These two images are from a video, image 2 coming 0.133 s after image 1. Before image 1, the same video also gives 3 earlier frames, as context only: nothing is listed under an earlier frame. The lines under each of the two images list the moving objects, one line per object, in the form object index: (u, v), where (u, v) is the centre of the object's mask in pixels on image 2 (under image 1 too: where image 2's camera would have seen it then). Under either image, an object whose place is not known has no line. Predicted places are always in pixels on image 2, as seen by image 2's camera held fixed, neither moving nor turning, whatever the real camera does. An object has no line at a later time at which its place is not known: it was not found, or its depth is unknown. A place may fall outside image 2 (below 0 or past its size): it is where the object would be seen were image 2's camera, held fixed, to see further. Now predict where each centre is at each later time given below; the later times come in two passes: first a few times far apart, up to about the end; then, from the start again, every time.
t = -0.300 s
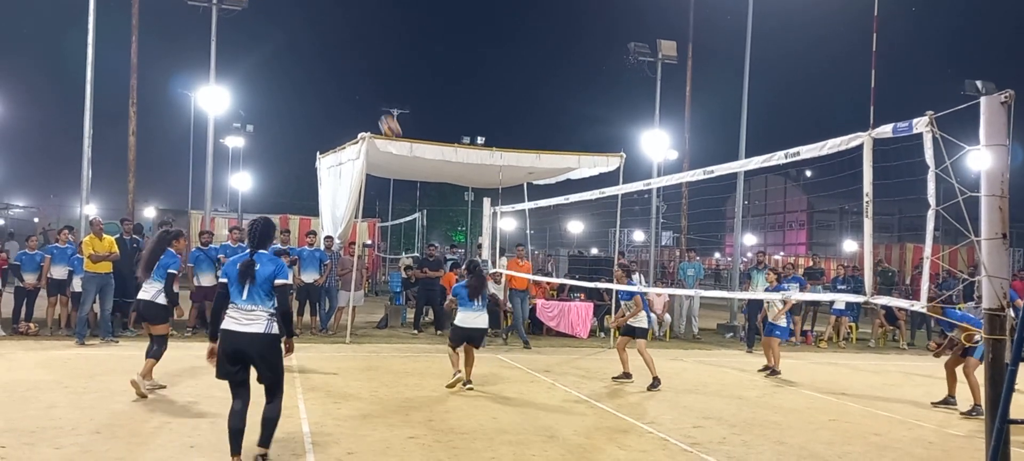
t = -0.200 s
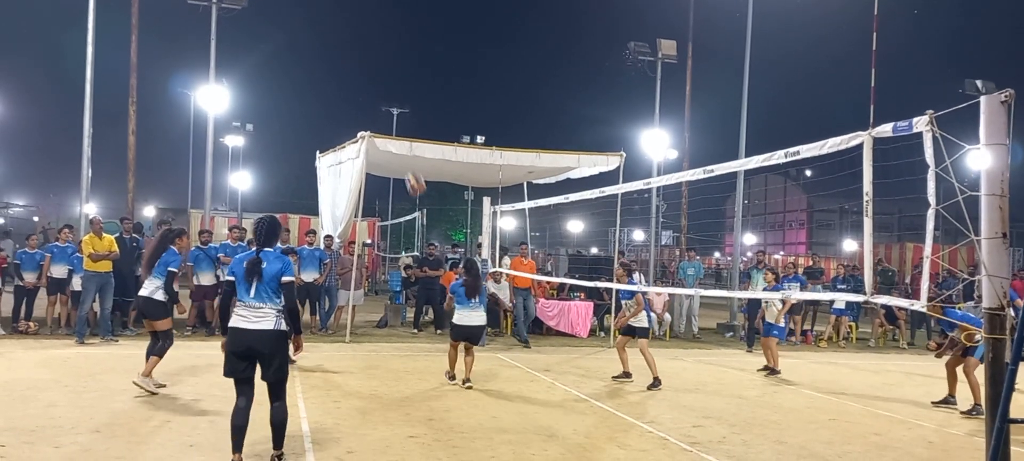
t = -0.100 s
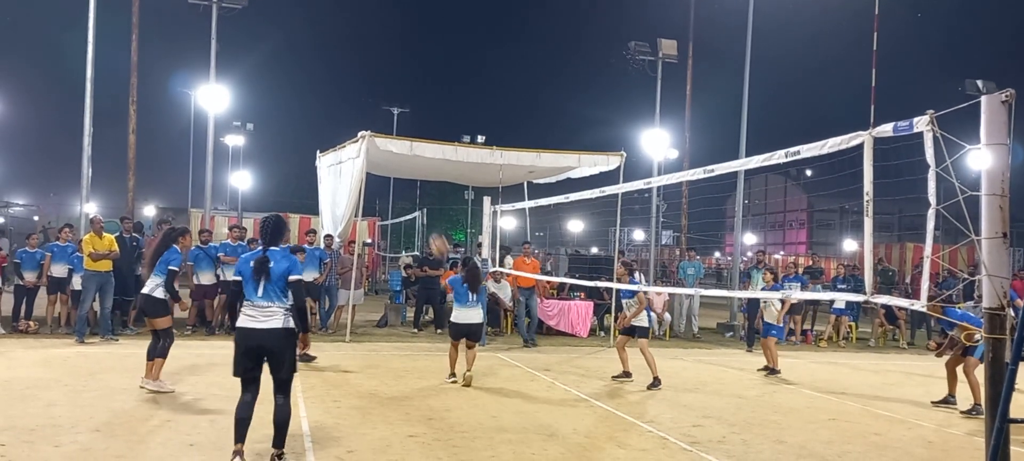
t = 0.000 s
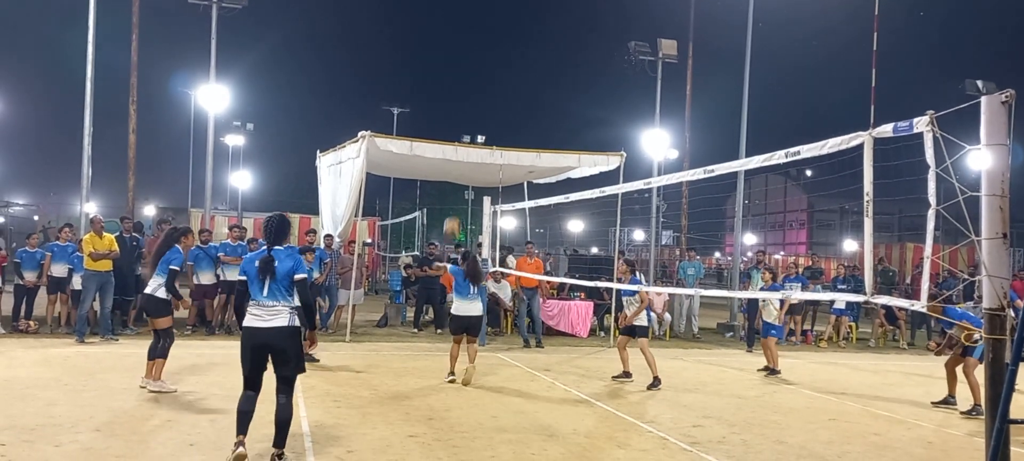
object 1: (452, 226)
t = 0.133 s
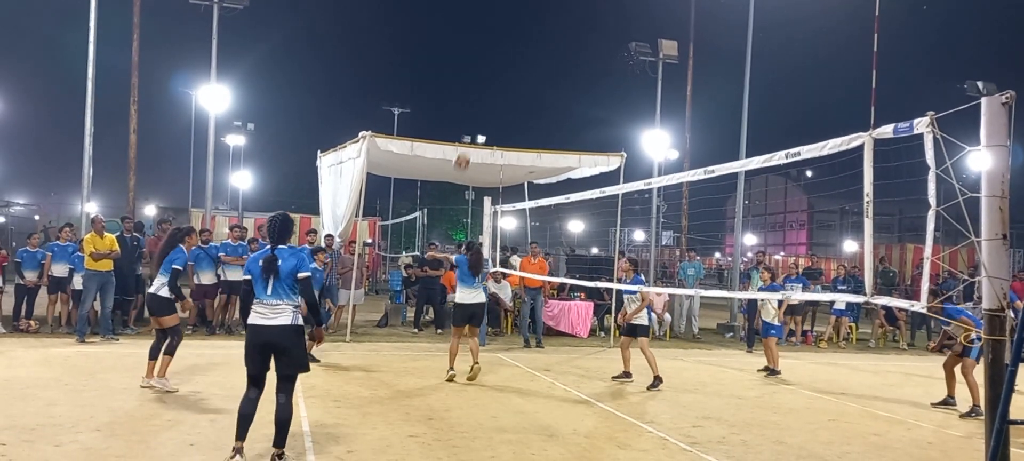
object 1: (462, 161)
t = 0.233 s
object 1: (470, 121)
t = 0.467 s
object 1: (485, 62)
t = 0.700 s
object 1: (499, 47)
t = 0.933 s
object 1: (510, 74)
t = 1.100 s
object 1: (518, 118)
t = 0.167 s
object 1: (465, 144)
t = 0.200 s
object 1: (468, 134)
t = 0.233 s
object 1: (470, 121)
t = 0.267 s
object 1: (472, 111)
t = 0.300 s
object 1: (475, 100)
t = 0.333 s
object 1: (476, 91)
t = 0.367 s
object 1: (478, 83)
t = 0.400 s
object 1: (481, 75)
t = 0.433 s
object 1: (483, 67)
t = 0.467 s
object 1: (485, 62)
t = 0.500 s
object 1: (487, 58)
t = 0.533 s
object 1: (489, 54)
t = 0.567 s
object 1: (491, 51)
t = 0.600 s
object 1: (493, 49)
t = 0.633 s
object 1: (495, 48)
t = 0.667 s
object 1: (497, 47)
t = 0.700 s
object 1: (499, 47)
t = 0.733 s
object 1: (501, 49)
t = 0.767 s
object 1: (502, 51)
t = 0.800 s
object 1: (504, 54)
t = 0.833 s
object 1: (506, 57)
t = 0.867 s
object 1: (507, 62)
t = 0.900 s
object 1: (509, 68)
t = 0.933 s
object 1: (510, 74)
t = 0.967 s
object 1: (512, 82)
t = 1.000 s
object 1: (513, 90)
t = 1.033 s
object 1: (515, 98)
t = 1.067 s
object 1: (516, 108)
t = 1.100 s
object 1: (518, 118)
